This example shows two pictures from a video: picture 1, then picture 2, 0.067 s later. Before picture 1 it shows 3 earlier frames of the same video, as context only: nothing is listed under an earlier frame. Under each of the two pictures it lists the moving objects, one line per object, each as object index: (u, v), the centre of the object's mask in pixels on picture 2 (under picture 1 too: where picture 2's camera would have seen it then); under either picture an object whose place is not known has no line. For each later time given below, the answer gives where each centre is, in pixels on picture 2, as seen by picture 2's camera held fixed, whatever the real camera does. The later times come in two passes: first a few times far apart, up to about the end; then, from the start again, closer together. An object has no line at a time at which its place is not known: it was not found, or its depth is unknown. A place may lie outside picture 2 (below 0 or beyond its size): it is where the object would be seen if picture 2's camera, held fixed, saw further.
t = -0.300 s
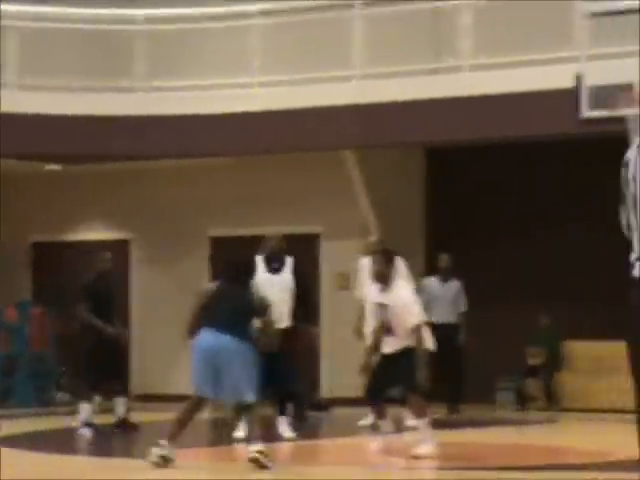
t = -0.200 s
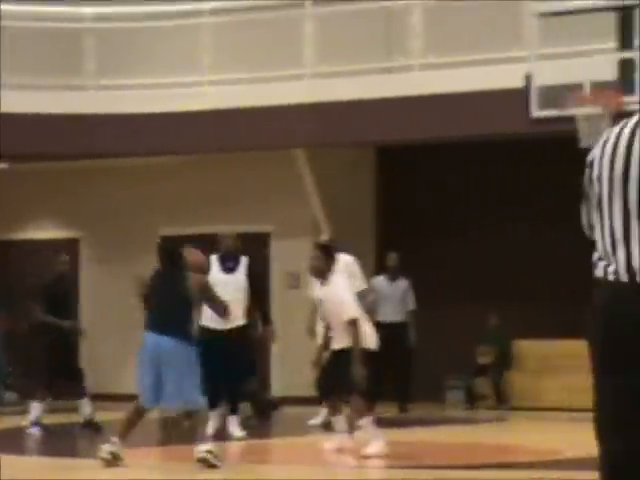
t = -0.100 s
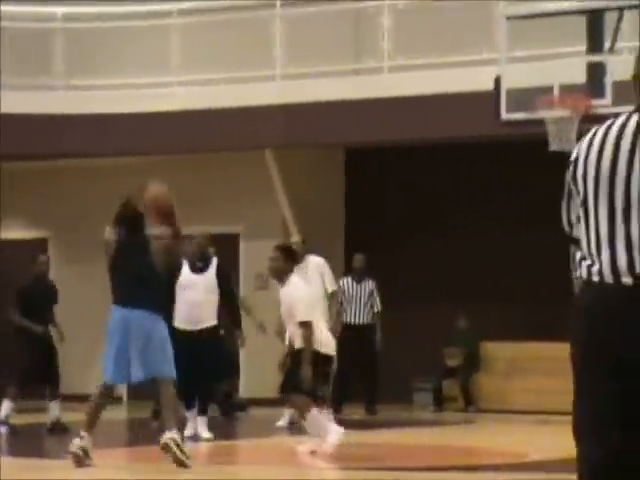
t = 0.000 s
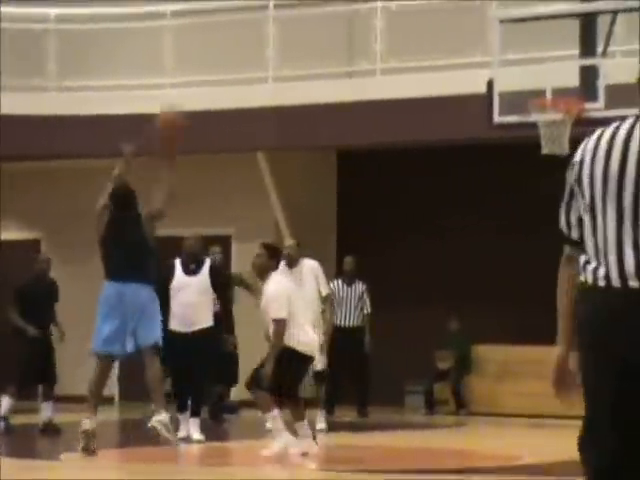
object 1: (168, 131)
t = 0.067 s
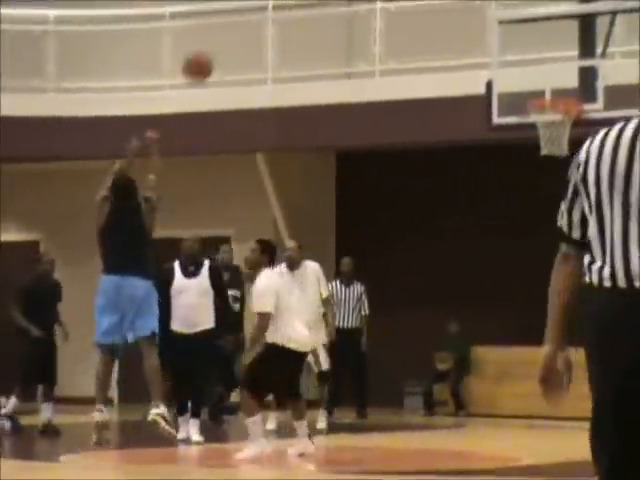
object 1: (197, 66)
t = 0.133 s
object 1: (224, 18)
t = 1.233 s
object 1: (555, 50)
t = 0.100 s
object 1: (211, 41)
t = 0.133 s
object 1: (224, 18)
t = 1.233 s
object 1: (555, 50)
